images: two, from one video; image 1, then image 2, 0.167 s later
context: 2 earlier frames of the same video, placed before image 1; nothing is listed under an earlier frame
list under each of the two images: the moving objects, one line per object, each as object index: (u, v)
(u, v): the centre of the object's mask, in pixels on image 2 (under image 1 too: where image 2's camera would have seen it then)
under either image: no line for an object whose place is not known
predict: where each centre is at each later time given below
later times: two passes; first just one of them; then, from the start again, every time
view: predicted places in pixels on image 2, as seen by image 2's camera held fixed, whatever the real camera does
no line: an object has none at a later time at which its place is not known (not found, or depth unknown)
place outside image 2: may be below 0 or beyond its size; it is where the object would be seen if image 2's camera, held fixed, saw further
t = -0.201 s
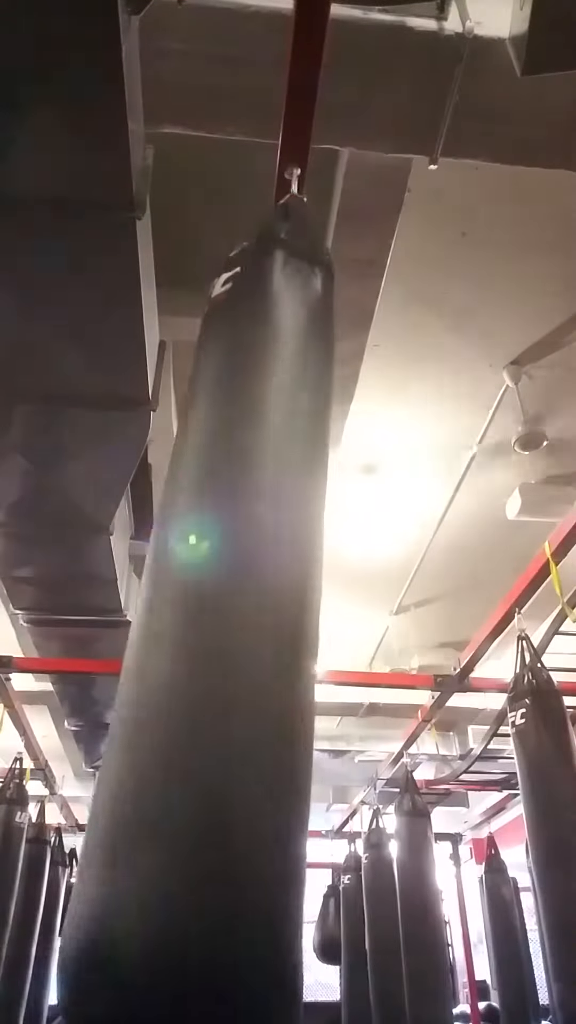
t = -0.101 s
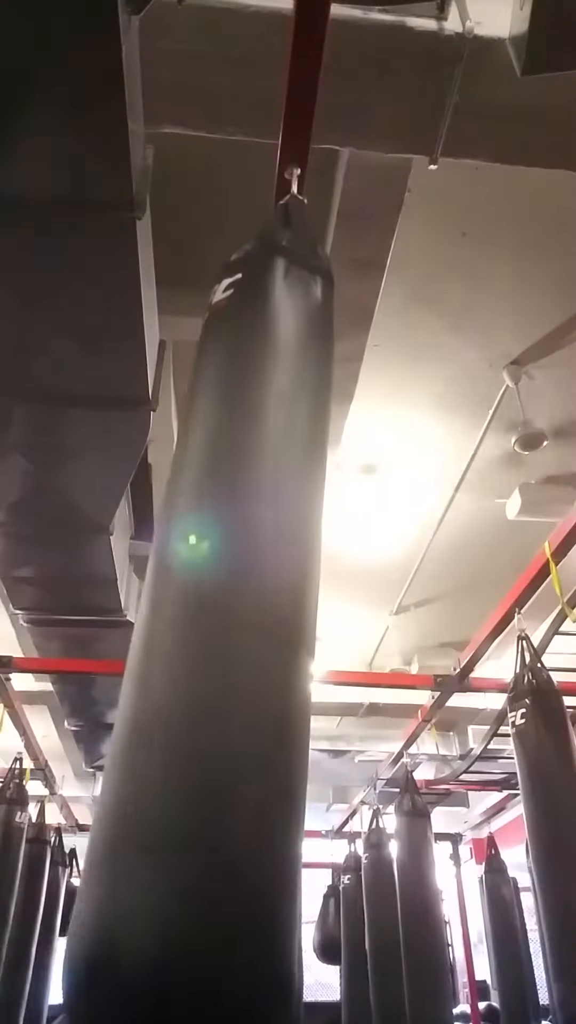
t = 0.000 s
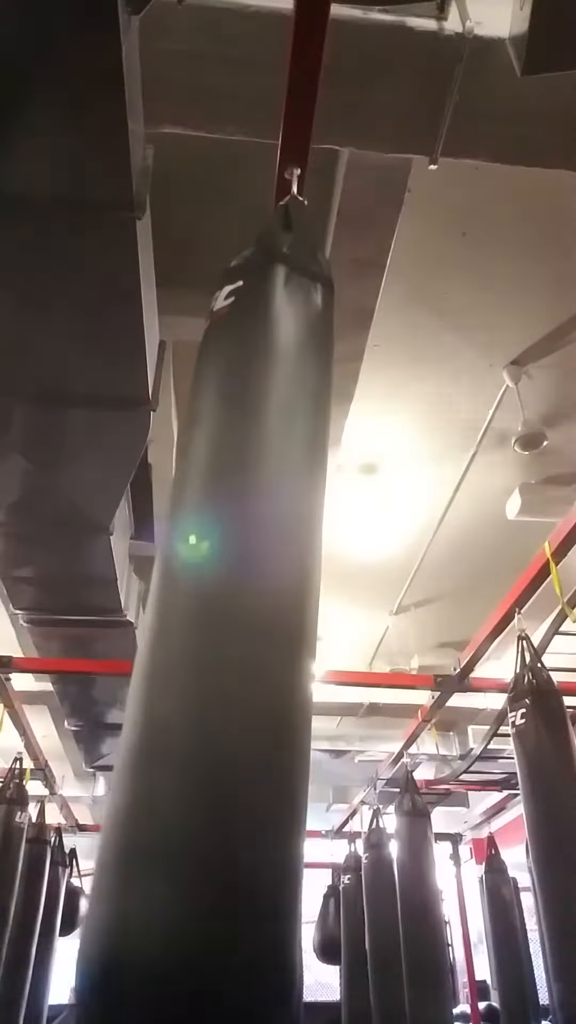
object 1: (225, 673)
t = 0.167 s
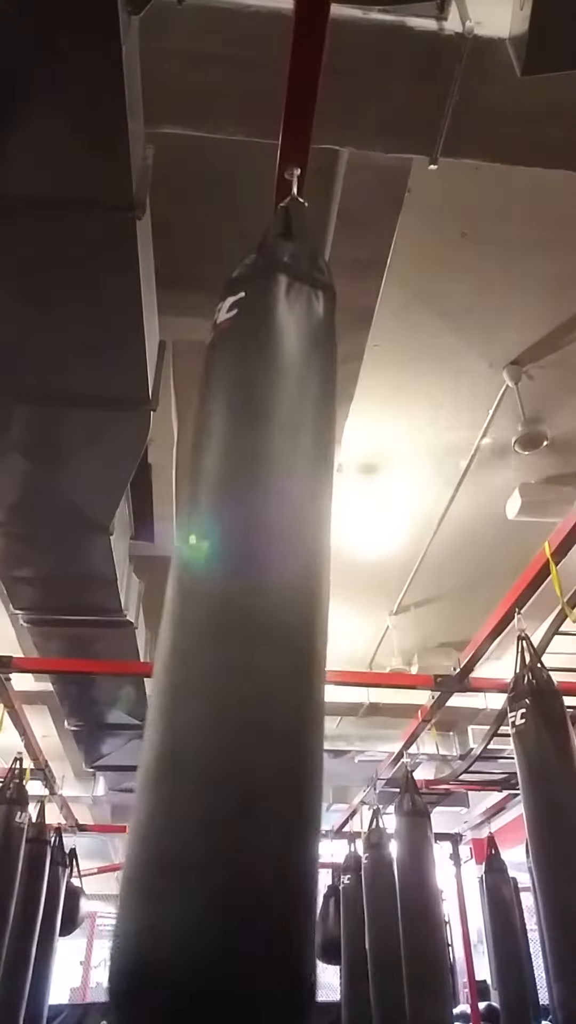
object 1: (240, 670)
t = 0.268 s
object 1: (254, 671)
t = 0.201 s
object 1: (245, 671)
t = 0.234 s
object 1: (249, 670)
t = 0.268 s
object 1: (254, 671)
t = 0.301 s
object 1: (258, 672)
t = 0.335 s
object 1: (264, 670)
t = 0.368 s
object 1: (270, 670)
